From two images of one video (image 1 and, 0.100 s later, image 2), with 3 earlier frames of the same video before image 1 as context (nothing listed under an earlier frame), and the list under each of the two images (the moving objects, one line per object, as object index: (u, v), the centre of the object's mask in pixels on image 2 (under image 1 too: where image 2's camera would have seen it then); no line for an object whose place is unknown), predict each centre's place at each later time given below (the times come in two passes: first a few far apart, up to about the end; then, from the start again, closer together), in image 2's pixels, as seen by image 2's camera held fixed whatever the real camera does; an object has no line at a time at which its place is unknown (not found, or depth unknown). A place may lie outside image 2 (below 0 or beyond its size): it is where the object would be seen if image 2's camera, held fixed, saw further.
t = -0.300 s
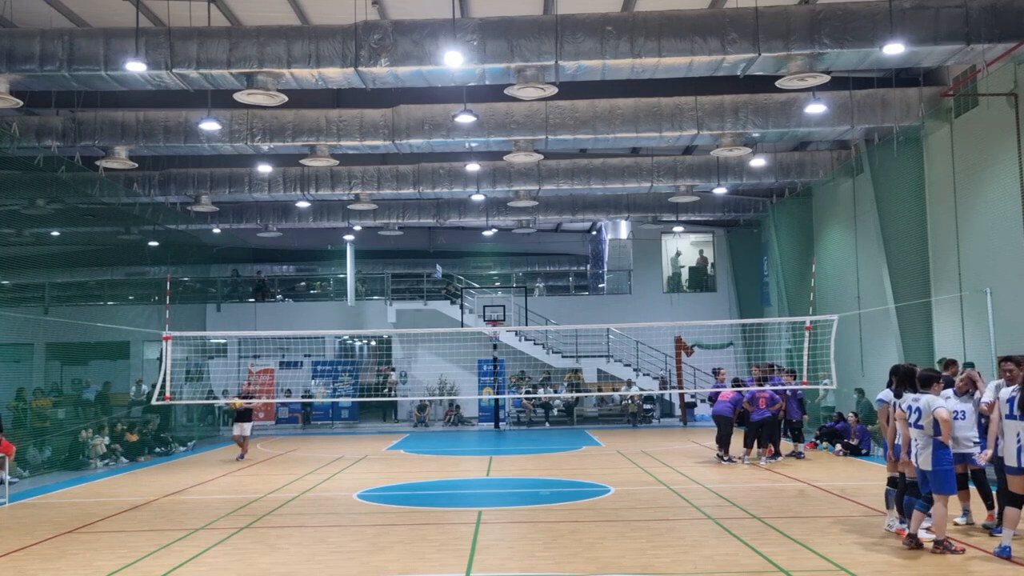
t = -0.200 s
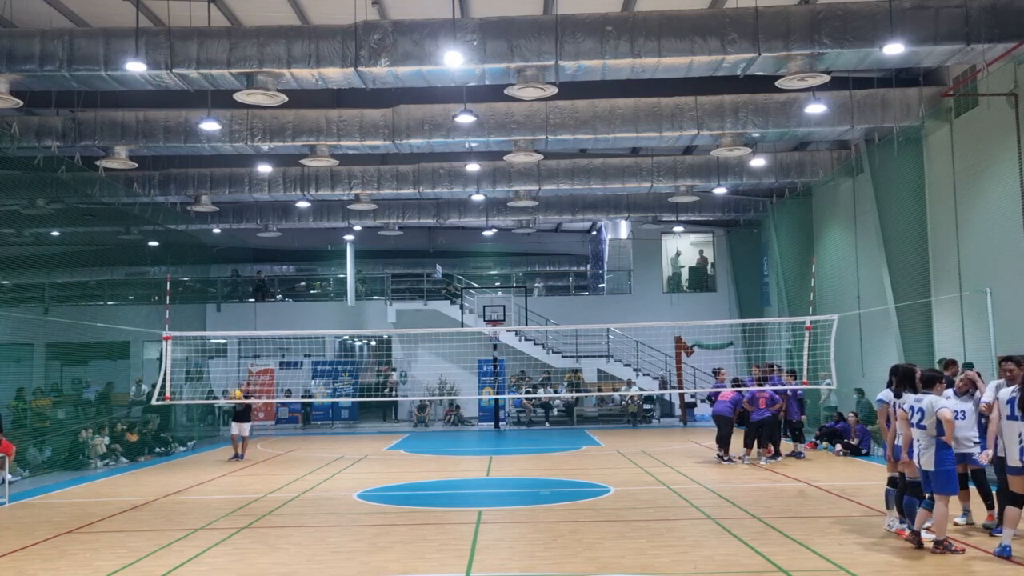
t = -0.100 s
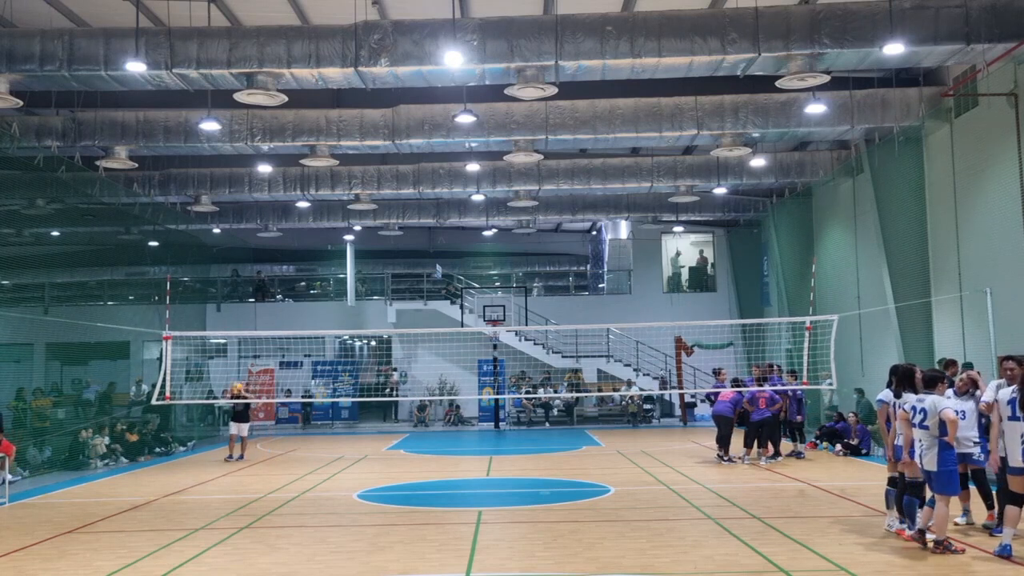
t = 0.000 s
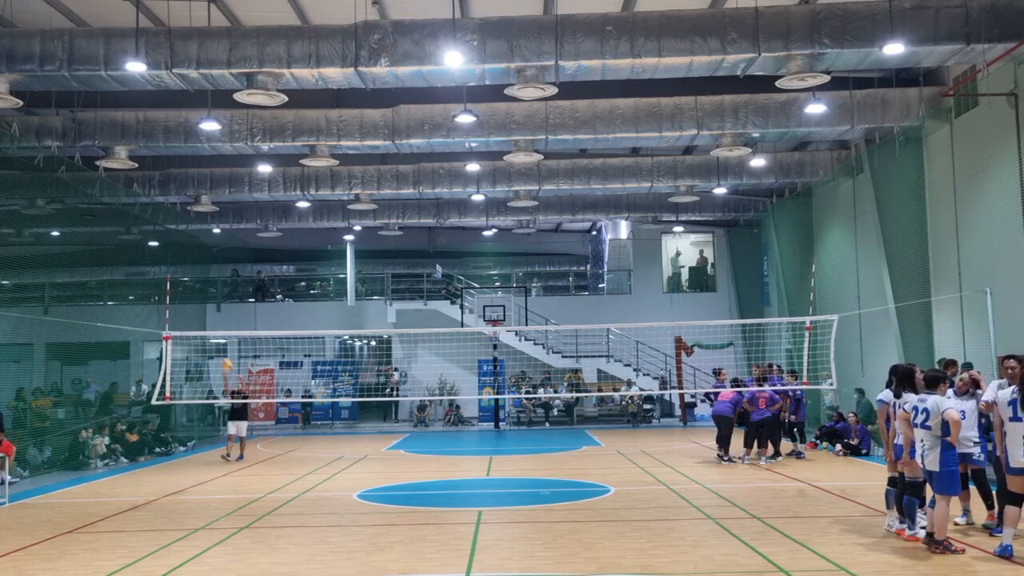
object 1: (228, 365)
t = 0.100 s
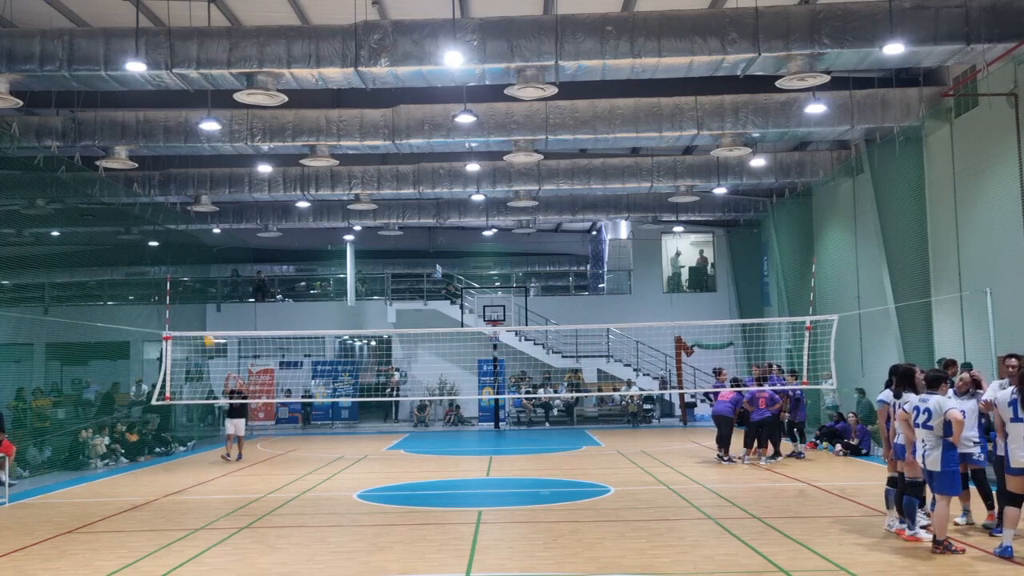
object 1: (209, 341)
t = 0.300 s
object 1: (171, 306)
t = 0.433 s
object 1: (143, 294)
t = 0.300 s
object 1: (171, 306)
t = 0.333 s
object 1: (163, 302)
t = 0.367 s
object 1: (157, 299)
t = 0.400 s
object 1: (150, 296)
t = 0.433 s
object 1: (143, 294)
